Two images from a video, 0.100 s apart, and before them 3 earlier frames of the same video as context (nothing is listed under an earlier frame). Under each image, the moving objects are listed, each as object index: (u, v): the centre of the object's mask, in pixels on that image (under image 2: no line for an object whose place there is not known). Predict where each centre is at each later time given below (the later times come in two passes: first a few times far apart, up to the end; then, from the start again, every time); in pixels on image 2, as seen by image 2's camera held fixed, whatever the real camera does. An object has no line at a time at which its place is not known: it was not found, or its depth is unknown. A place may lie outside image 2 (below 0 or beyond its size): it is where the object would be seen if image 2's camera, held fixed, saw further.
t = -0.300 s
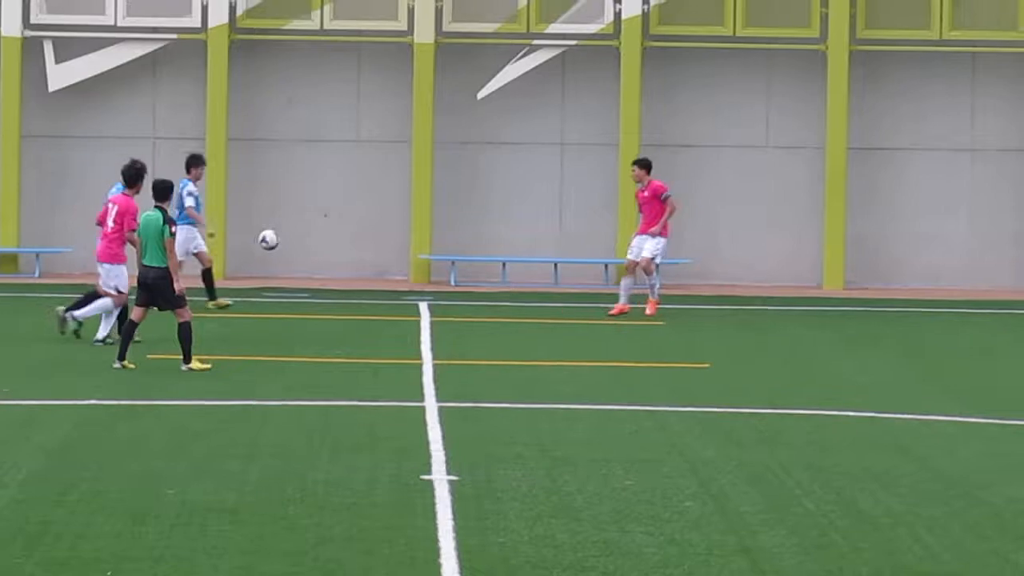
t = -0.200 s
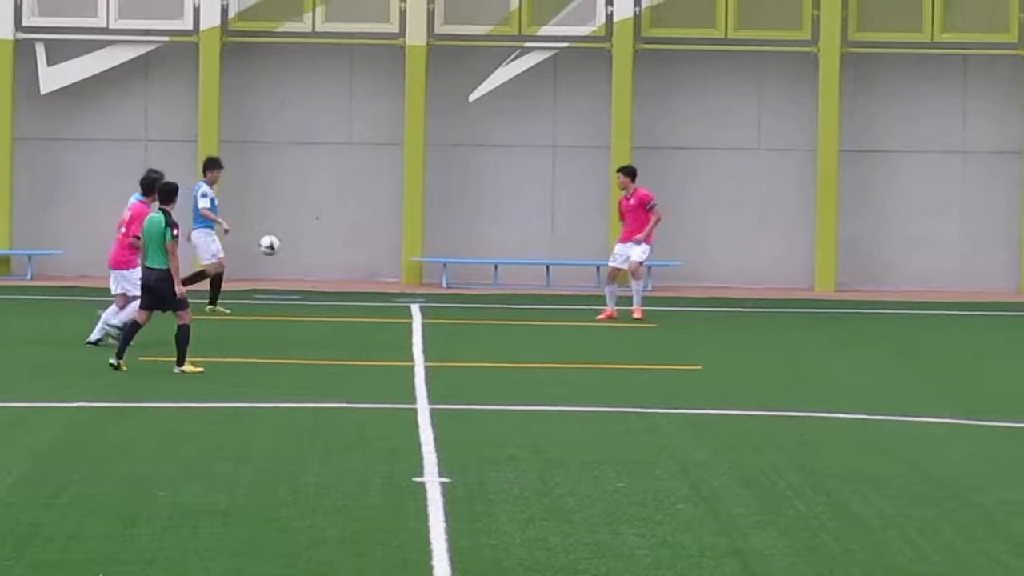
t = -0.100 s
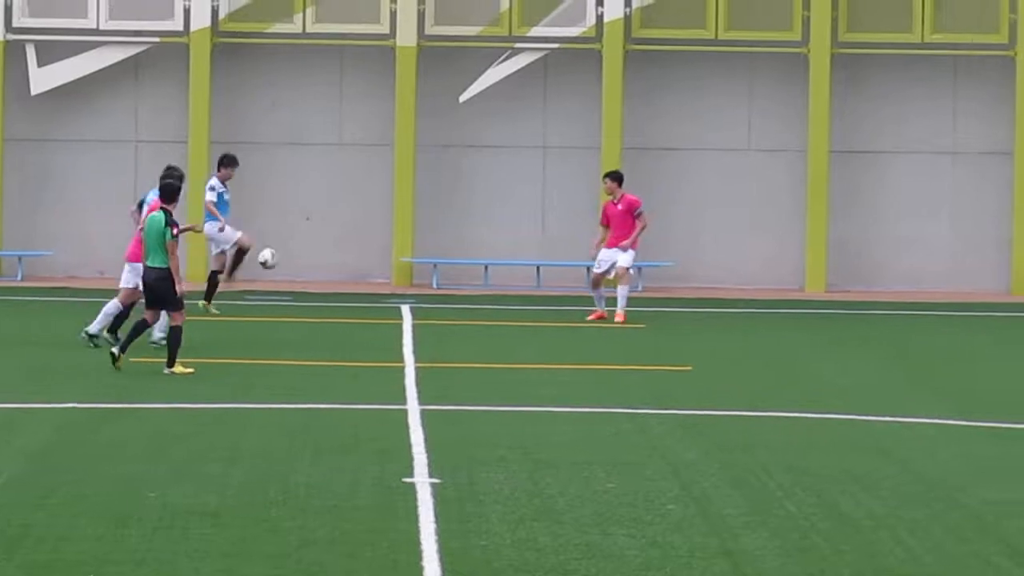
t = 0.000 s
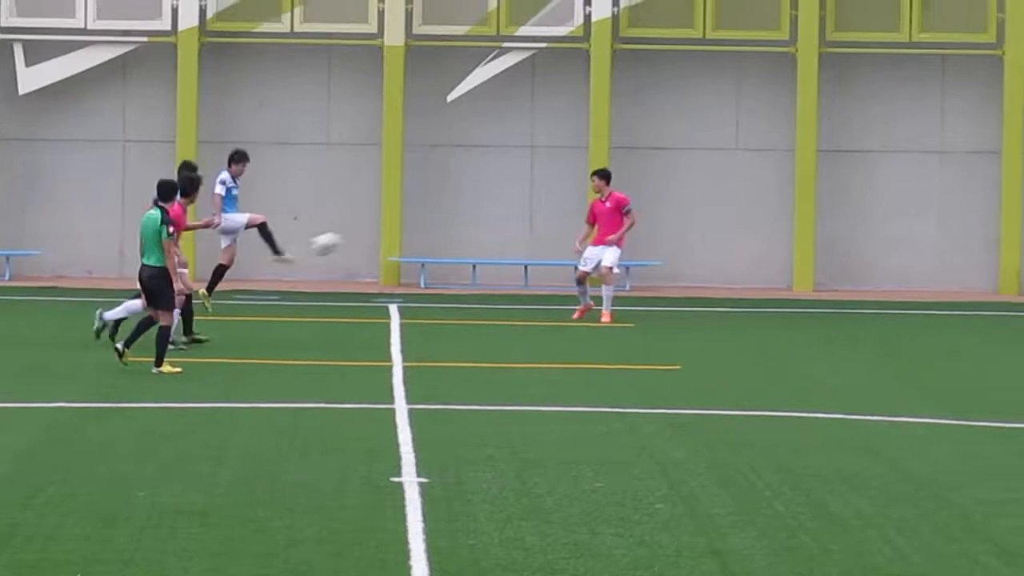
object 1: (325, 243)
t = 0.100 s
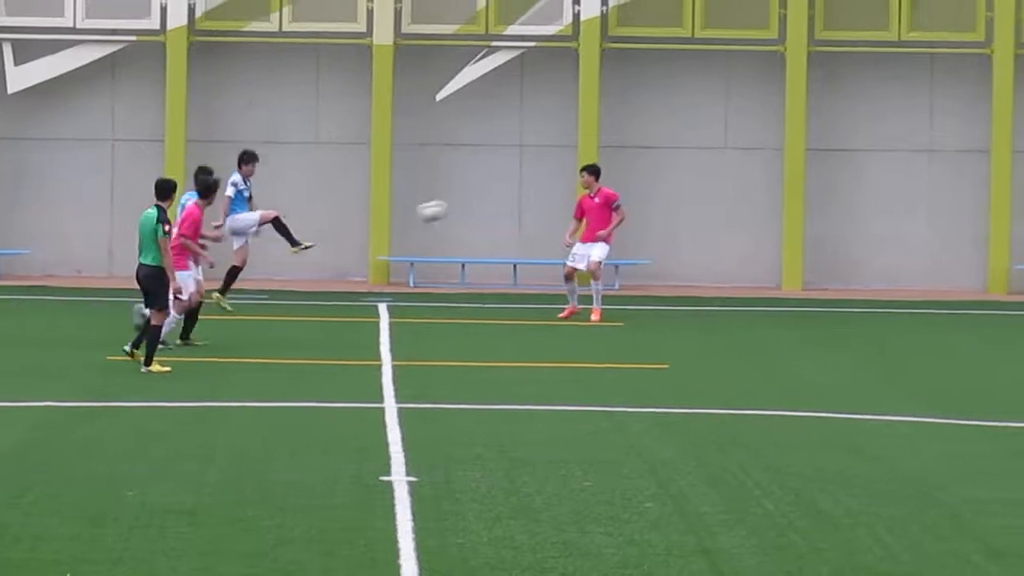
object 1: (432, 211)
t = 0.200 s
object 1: (548, 189)
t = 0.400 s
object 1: (782, 177)
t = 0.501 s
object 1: (899, 188)
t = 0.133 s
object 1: (471, 202)
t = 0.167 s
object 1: (510, 196)
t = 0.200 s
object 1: (548, 189)
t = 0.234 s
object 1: (588, 182)
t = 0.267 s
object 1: (627, 180)
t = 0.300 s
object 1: (667, 178)
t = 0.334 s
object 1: (705, 176)
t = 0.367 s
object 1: (744, 176)
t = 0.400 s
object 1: (782, 177)
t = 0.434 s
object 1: (821, 180)
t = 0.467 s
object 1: (860, 183)
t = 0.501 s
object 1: (899, 188)
